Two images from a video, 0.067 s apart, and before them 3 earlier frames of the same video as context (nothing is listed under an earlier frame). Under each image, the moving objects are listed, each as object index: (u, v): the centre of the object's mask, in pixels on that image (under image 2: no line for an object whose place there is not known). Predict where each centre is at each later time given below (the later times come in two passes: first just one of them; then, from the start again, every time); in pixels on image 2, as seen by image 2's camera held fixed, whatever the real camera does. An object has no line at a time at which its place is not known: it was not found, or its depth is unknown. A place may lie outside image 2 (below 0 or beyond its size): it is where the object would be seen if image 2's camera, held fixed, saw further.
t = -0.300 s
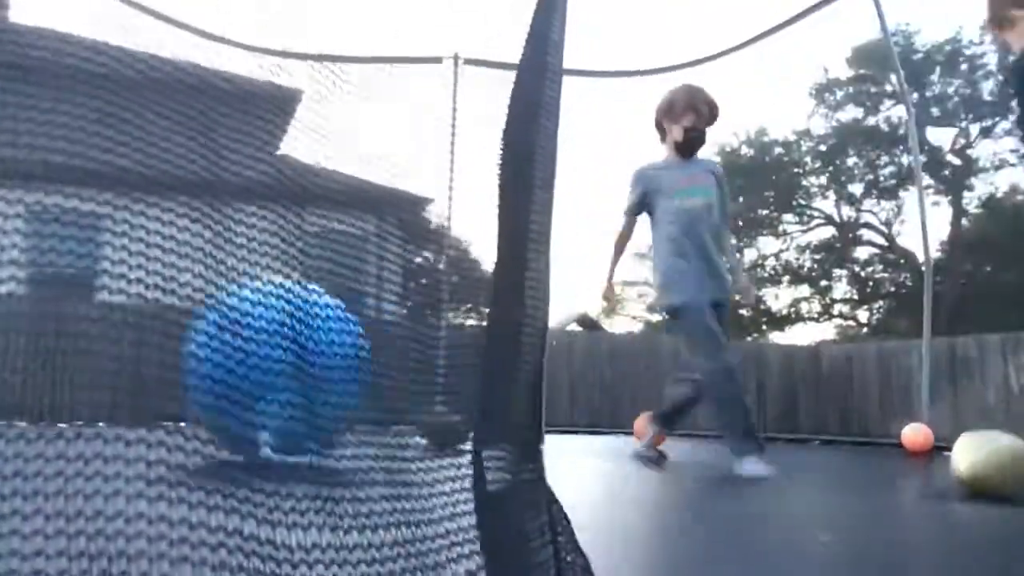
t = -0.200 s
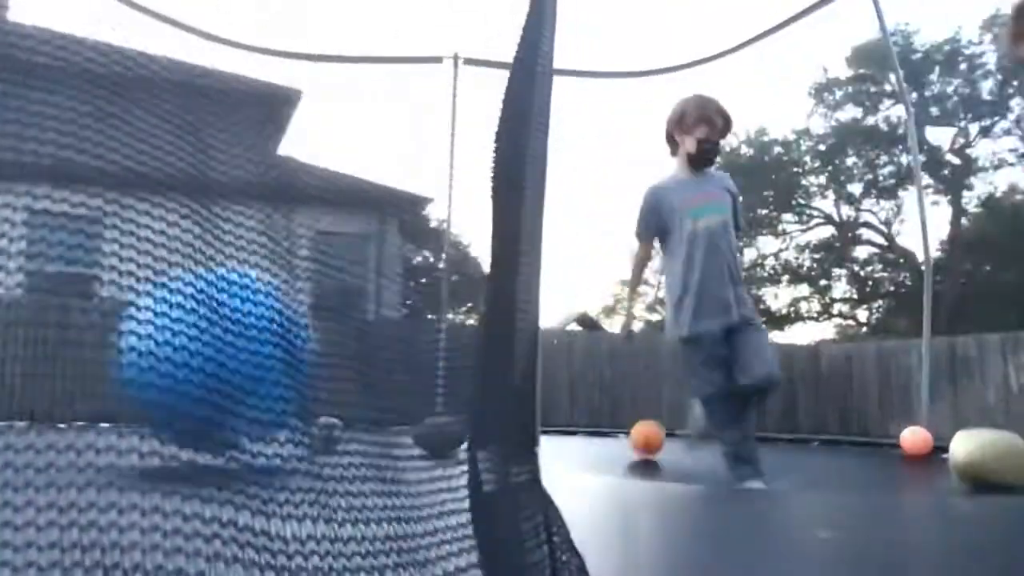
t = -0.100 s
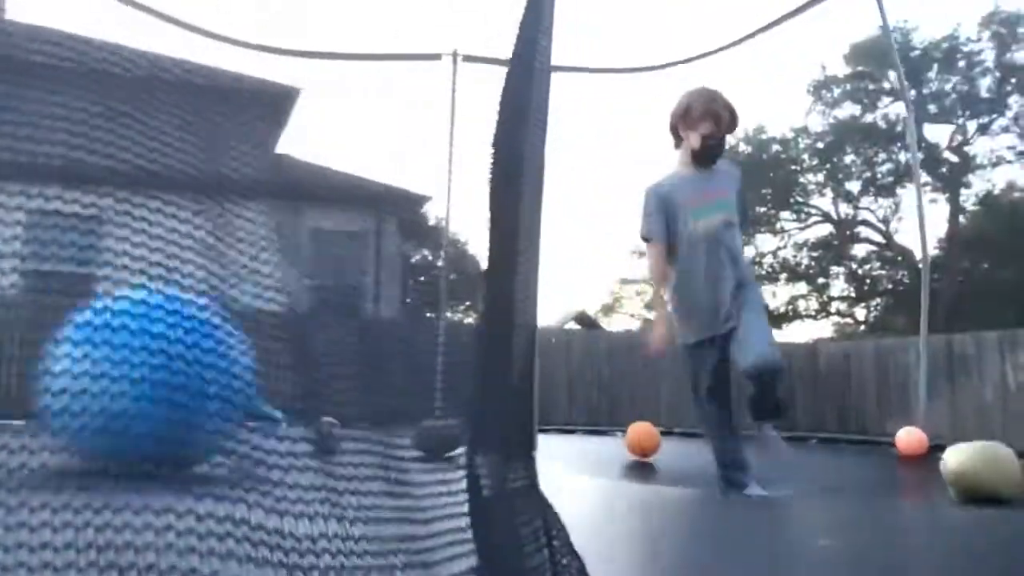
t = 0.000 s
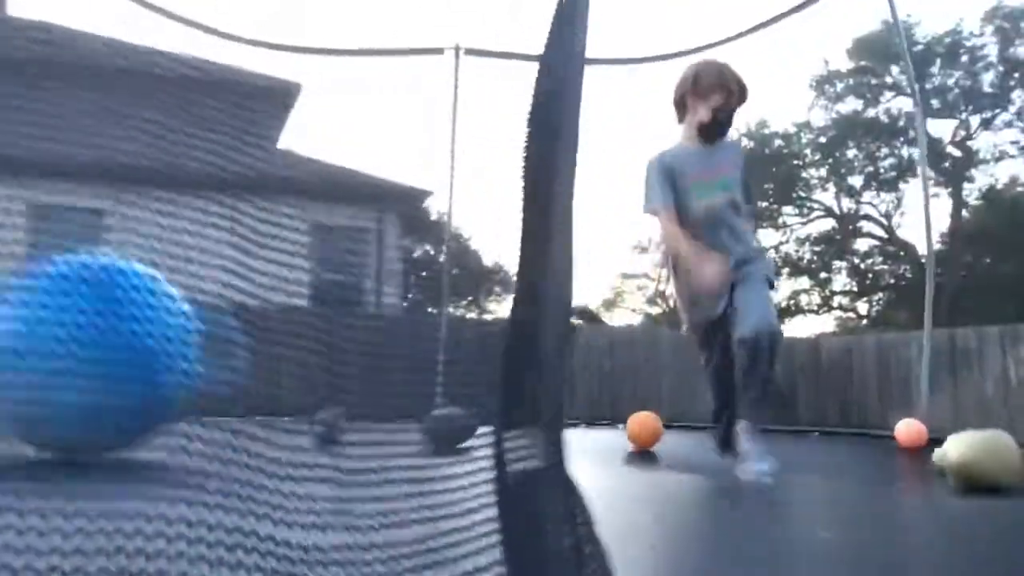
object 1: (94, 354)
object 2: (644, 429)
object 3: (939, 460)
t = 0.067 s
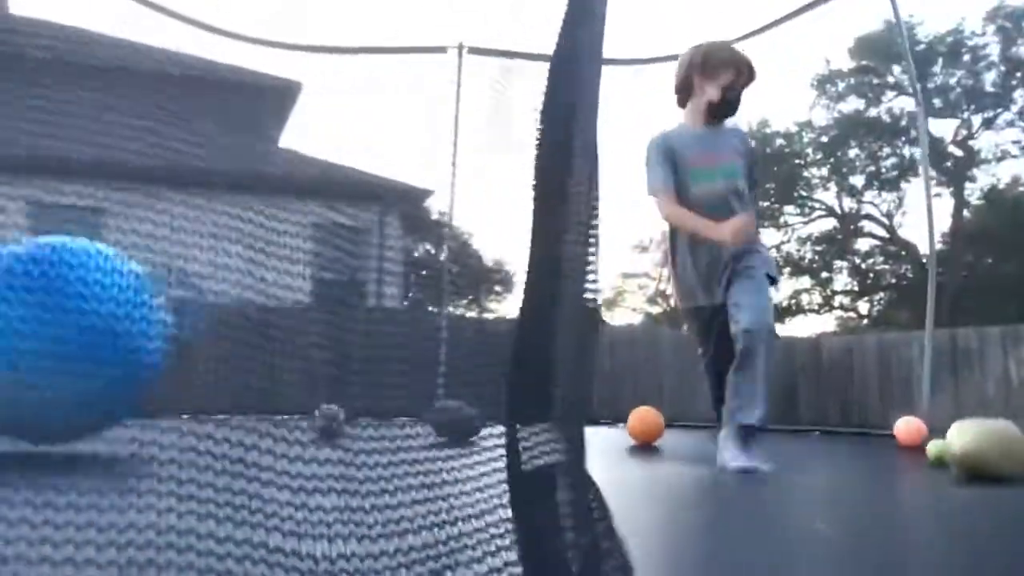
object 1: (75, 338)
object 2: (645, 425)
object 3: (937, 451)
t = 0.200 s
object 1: (37, 356)
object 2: (647, 418)
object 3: (924, 444)
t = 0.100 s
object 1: (65, 338)
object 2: (646, 422)
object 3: (936, 447)
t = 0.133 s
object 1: (56, 344)
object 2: (646, 420)
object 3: (936, 444)
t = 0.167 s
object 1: (46, 350)
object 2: (646, 419)
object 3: (931, 441)
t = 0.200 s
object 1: (37, 356)
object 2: (647, 418)
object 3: (924, 444)
